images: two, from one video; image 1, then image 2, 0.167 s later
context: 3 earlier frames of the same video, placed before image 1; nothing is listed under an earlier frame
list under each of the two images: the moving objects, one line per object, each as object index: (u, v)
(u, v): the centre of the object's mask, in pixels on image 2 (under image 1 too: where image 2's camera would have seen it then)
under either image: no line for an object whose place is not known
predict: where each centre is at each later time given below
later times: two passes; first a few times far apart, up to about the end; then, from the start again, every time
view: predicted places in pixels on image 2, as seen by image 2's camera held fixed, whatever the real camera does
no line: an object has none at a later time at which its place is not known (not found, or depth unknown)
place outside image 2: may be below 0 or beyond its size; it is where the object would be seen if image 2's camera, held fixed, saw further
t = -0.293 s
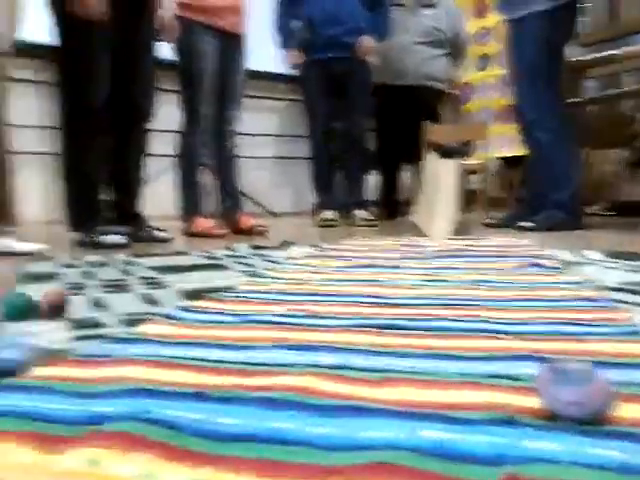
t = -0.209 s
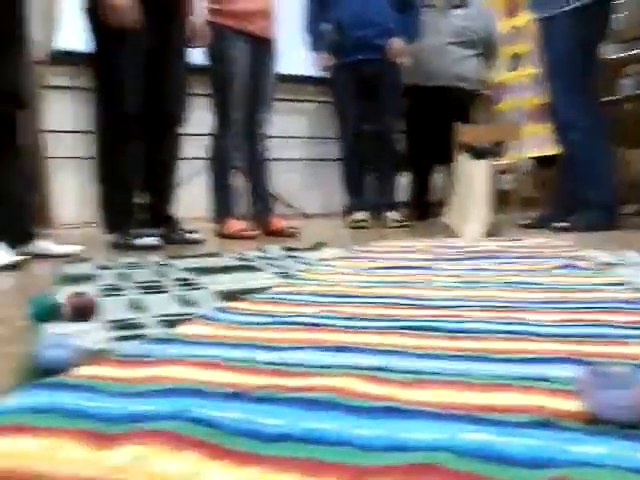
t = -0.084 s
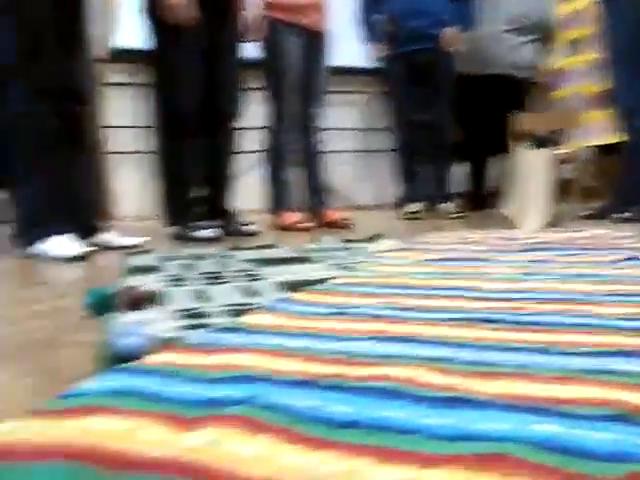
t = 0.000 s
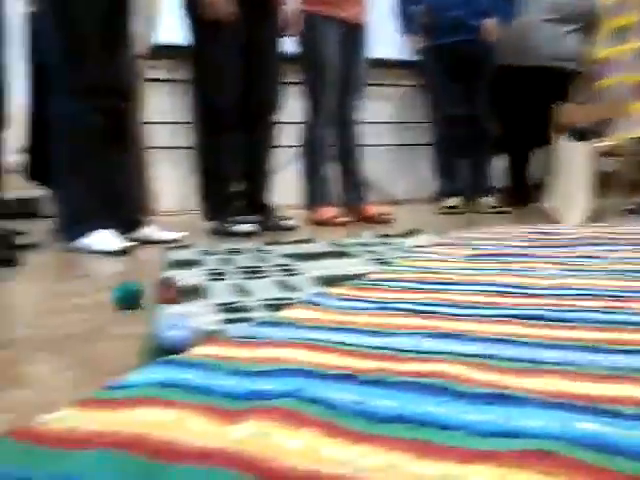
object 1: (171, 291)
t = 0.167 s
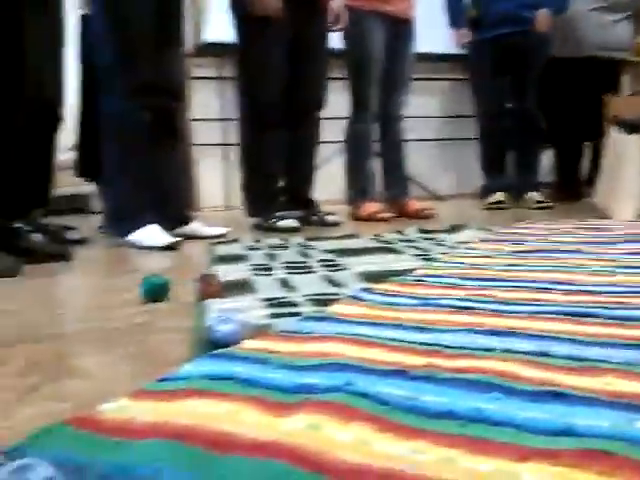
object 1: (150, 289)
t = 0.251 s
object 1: (140, 289)
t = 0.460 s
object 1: (121, 285)
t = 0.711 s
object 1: (107, 281)
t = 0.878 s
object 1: (107, 279)
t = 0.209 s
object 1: (146, 288)
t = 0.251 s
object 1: (140, 289)
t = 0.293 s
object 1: (135, 288)
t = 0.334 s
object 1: (130, 288)
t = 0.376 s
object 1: (126, 287)
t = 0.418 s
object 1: (123, 286)
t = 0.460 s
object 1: (121, 285)
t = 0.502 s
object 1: (119, 284)
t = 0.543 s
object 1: (116, 284)
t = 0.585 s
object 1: (114, 283)
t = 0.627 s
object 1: (111, 283)
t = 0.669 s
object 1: (109, 283)
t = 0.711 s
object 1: (107, 281)
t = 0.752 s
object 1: (107, 281)
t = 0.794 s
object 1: (107, 280)
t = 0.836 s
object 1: (108, 280)
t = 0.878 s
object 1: (107, 279)
